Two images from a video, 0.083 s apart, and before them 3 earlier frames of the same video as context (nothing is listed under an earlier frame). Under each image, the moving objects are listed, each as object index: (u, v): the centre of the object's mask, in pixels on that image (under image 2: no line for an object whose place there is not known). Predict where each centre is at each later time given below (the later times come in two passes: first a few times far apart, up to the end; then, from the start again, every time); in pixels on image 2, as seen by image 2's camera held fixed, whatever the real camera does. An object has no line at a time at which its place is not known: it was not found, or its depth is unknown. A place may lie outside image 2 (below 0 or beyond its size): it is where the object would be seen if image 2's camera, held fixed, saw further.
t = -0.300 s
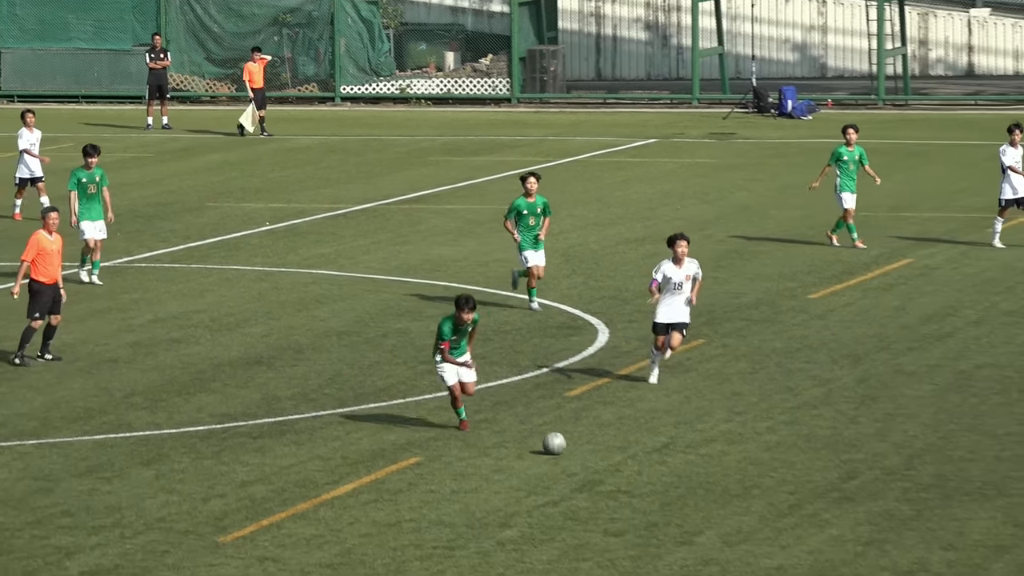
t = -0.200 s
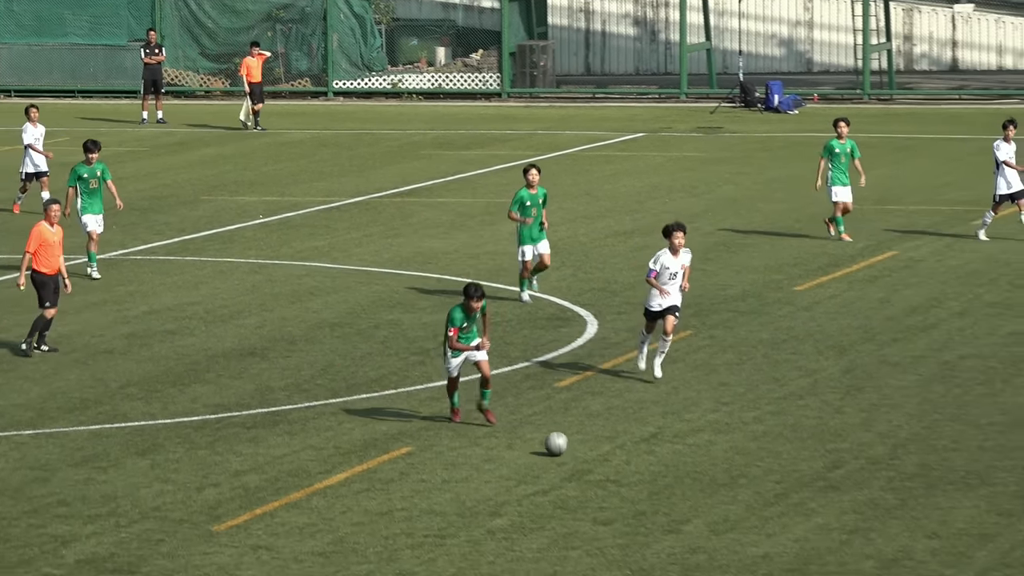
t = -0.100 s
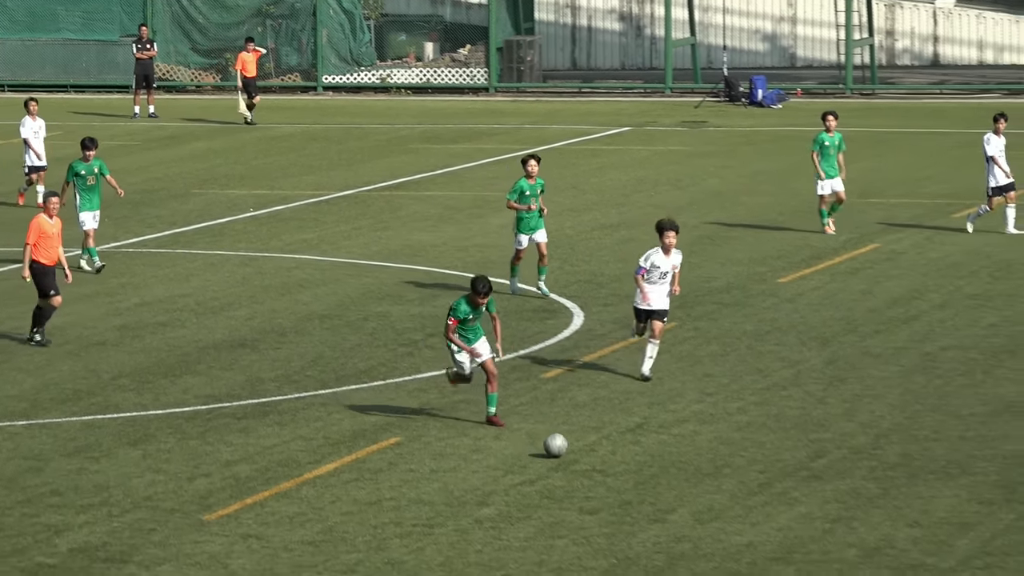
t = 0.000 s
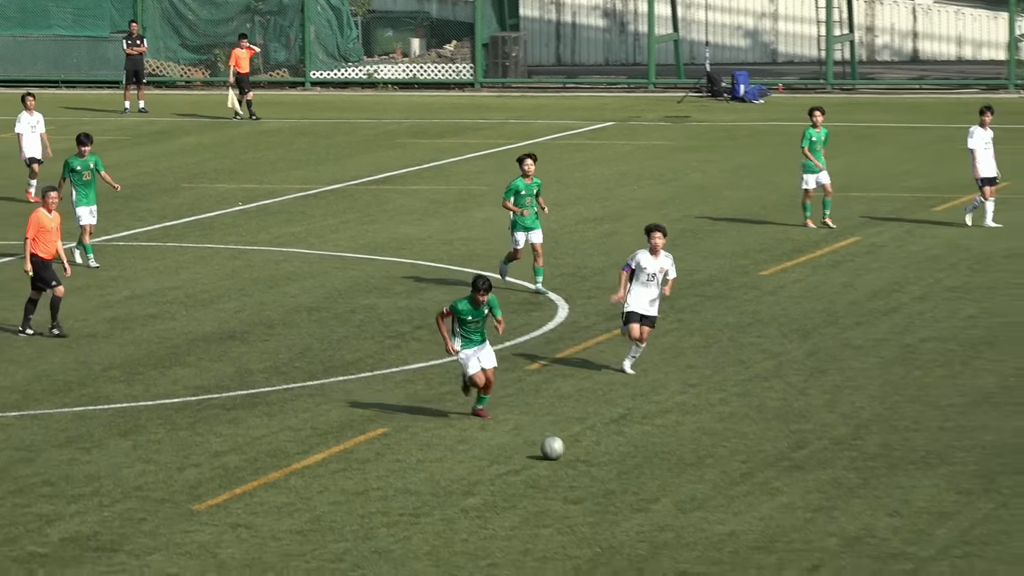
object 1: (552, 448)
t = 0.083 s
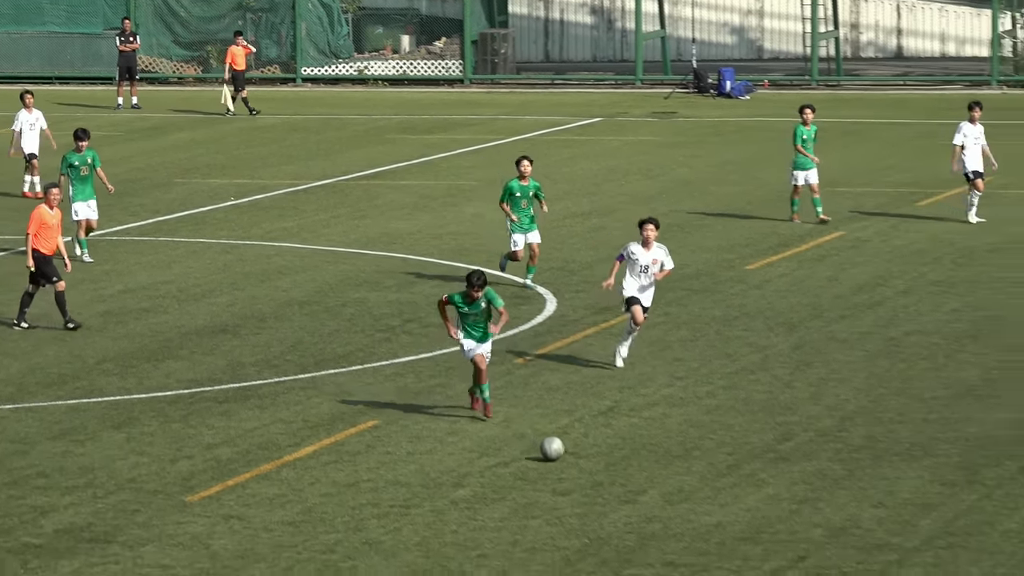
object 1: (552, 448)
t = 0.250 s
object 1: (574, 470)
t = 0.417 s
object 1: (597, 489)
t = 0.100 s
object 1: (554, 451)
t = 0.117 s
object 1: (556, 454)
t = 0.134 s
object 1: (558, 456)
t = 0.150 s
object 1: (561, 458)
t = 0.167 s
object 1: (563, 459)
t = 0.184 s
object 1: (565, 461)
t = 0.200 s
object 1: (567, 463)
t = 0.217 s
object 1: (569, 464)
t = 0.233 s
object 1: (572, 467)
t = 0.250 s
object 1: (574, 470)
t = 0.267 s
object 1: (576, 472)
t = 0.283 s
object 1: (578, 474)
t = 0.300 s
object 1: (581, 475)
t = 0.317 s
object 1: (583, 477)
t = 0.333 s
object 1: (585, 479)
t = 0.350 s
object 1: (587, 481)
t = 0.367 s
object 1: (590, 484)
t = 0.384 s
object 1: (592, 487)
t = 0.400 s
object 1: (595, 488)
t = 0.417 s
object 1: (597, 489)
